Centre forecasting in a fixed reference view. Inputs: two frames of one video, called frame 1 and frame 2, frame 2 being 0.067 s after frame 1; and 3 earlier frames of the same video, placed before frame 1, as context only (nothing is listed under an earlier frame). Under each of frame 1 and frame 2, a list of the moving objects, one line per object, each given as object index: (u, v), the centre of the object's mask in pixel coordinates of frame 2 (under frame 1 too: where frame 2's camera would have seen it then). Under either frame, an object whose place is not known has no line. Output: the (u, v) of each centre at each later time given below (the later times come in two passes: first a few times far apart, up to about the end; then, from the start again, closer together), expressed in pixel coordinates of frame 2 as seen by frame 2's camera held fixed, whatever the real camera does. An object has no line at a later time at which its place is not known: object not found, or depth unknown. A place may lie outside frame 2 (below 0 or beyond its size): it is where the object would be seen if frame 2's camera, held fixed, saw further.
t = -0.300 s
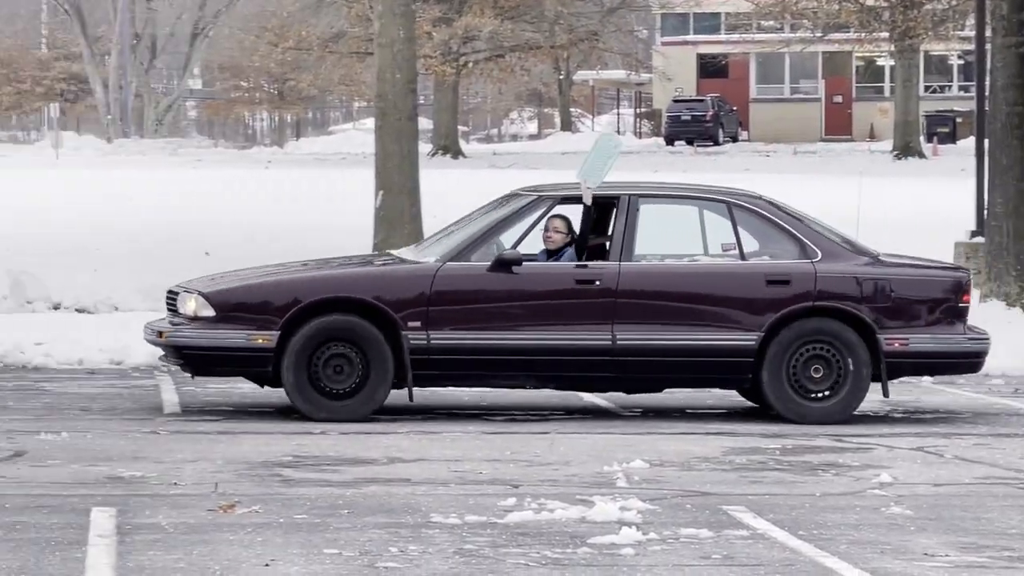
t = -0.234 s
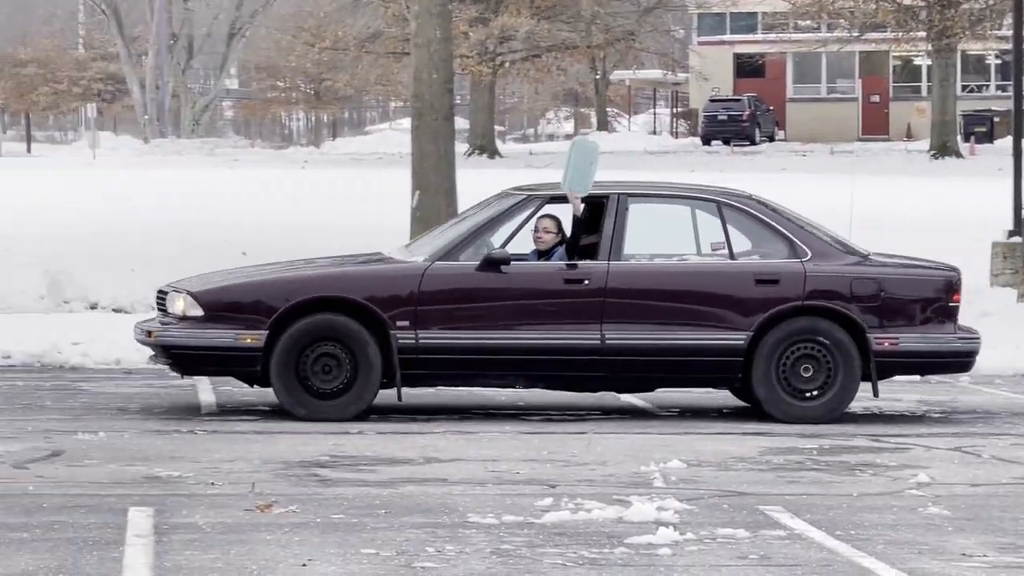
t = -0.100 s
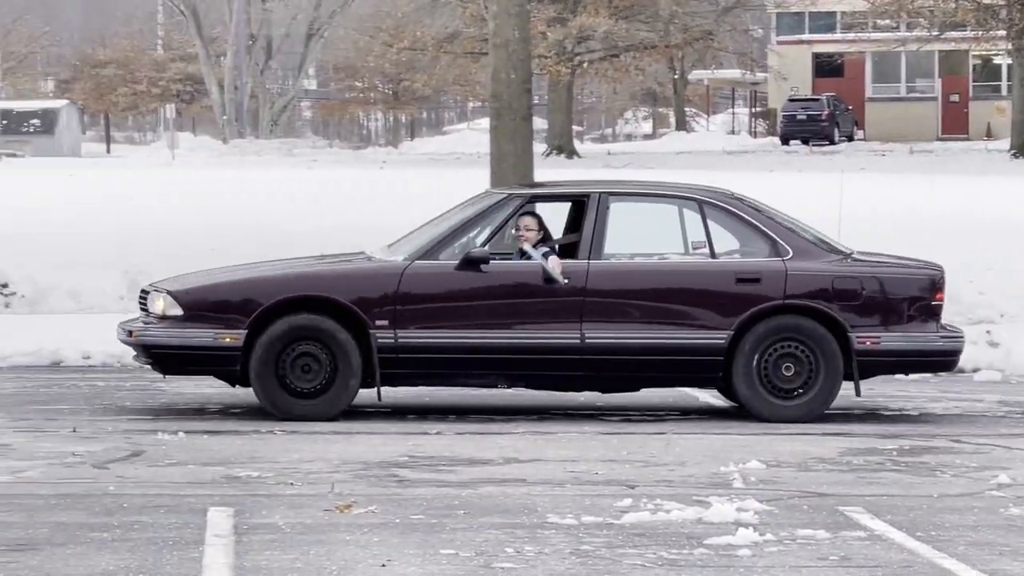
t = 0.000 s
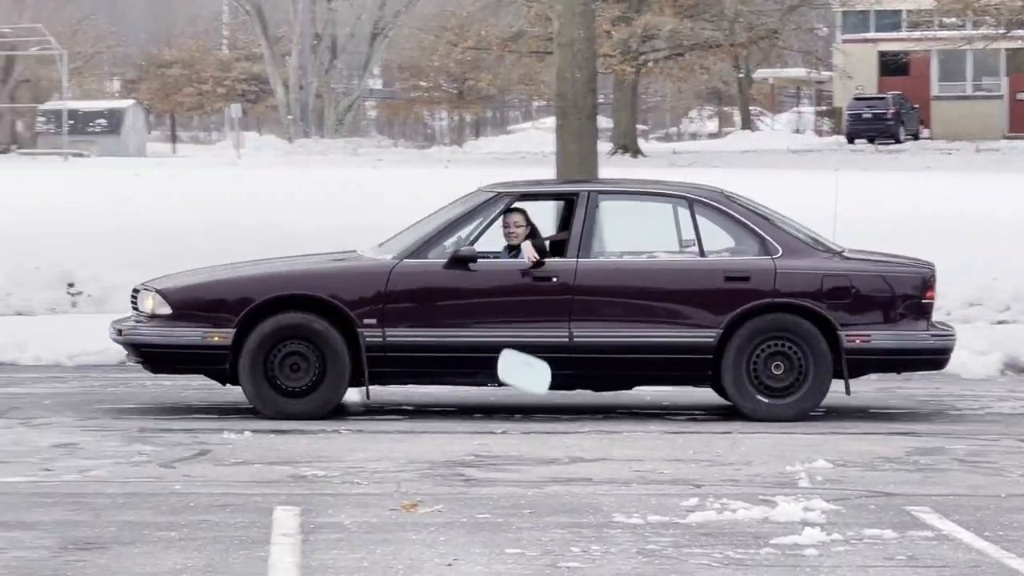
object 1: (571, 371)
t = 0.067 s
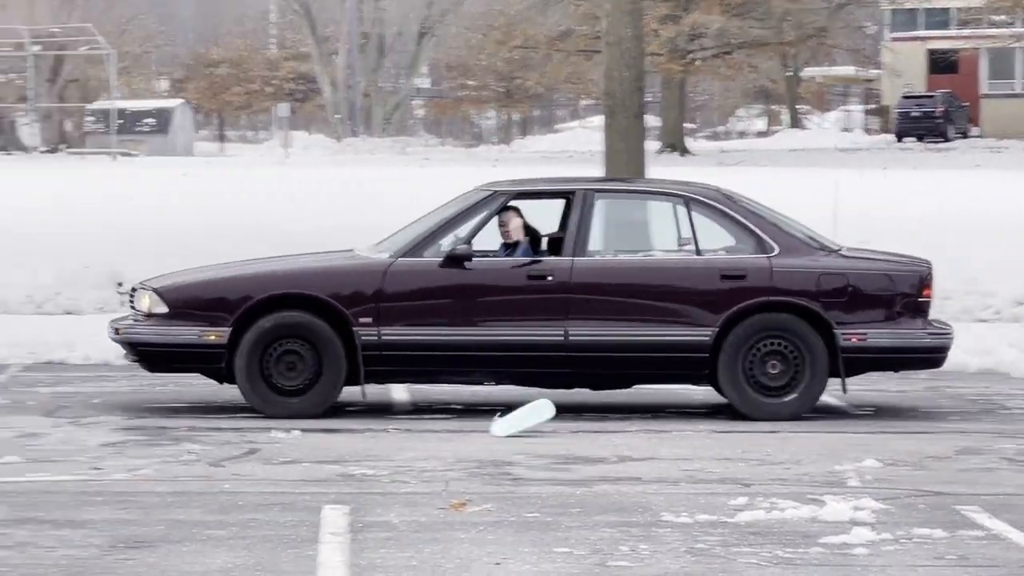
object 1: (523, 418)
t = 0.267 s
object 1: (432, 350)
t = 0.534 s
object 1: (306, 378)
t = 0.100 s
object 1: (506, 404)
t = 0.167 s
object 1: (476, 377)
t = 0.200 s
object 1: (461, 366)
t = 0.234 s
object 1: (447, 357)
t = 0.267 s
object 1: (432, 350)
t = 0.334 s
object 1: (403, 342)
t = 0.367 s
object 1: (389, 343)
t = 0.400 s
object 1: (373, 345)
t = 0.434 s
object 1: (357, 351)
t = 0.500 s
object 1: (323, 367)
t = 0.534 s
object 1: (306, 378)
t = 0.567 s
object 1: (289, 392)
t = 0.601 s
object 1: (271, 408)
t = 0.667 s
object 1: (238, 424)
